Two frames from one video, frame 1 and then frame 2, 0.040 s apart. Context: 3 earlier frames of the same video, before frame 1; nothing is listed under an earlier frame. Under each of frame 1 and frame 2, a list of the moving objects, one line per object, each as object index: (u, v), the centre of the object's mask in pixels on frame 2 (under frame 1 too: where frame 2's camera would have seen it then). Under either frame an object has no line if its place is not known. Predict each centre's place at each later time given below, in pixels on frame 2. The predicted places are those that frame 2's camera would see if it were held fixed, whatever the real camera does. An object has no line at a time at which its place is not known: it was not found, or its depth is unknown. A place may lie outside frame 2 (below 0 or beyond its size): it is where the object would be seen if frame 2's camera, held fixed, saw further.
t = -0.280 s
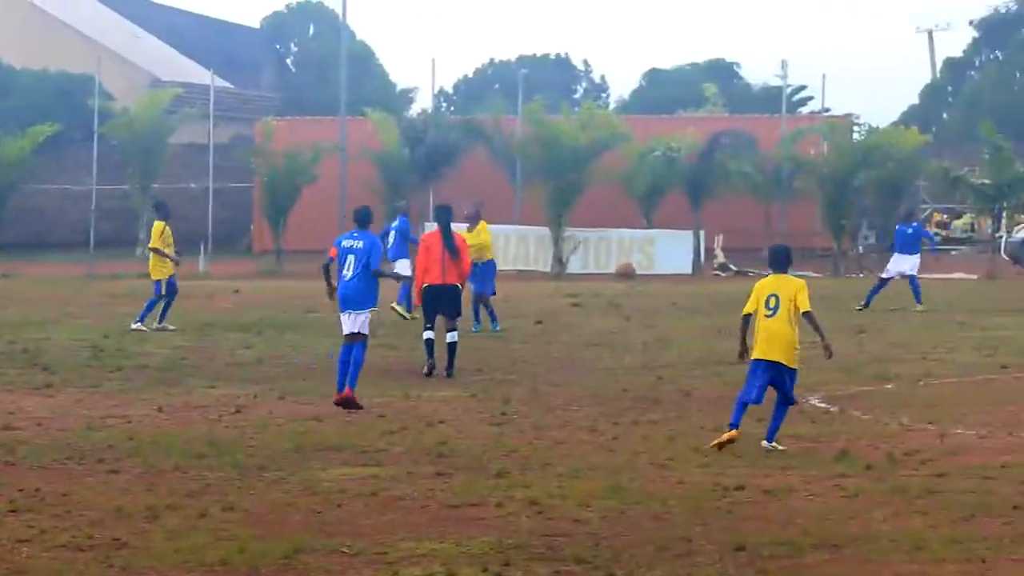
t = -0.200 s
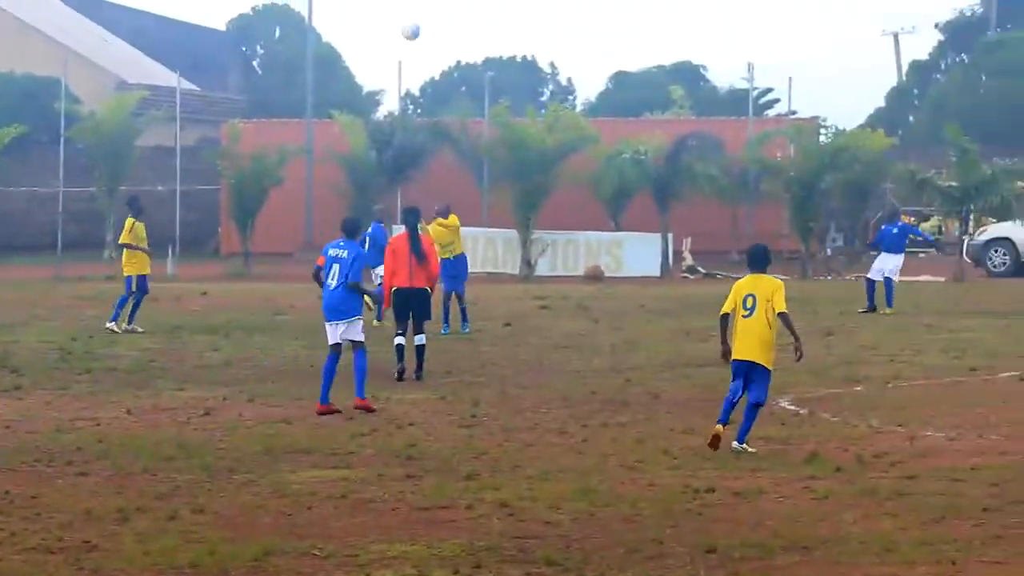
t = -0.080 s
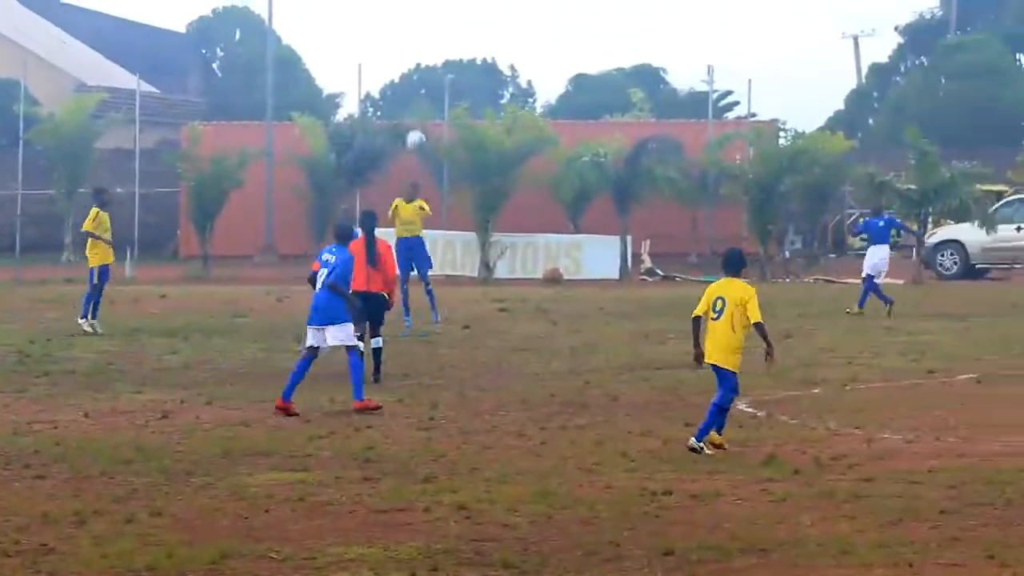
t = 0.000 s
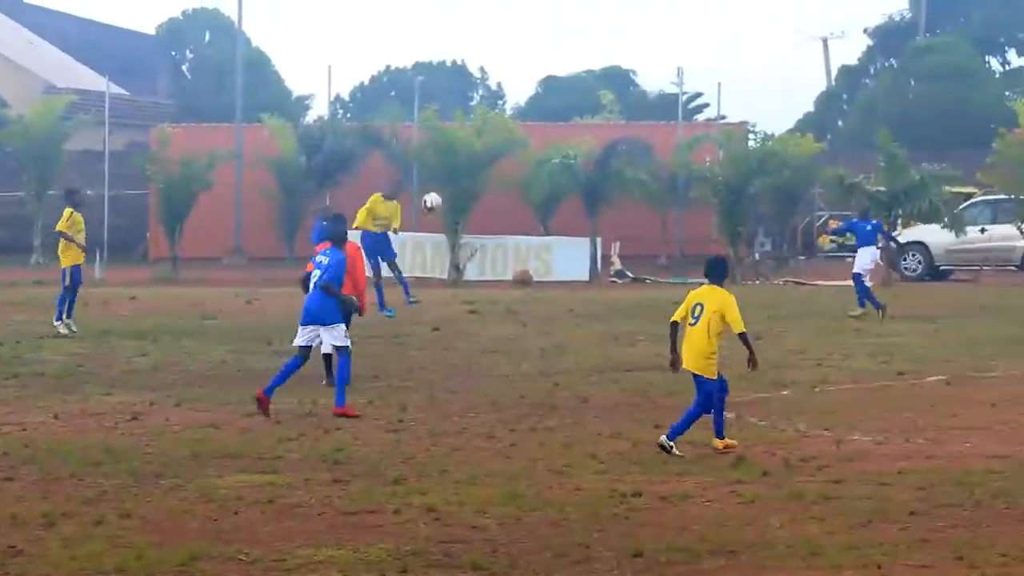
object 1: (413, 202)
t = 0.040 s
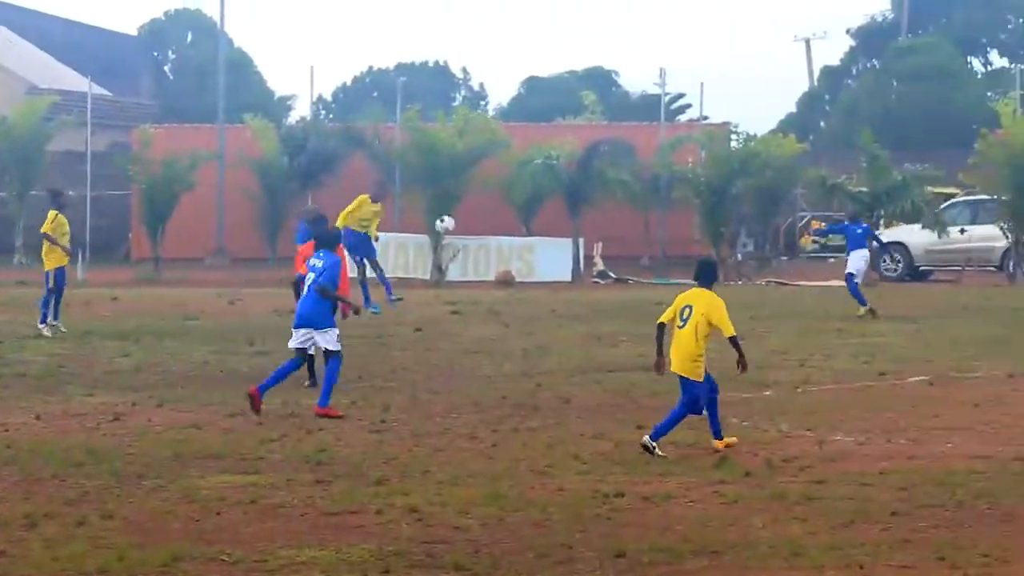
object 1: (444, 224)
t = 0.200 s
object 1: (565, 325)
